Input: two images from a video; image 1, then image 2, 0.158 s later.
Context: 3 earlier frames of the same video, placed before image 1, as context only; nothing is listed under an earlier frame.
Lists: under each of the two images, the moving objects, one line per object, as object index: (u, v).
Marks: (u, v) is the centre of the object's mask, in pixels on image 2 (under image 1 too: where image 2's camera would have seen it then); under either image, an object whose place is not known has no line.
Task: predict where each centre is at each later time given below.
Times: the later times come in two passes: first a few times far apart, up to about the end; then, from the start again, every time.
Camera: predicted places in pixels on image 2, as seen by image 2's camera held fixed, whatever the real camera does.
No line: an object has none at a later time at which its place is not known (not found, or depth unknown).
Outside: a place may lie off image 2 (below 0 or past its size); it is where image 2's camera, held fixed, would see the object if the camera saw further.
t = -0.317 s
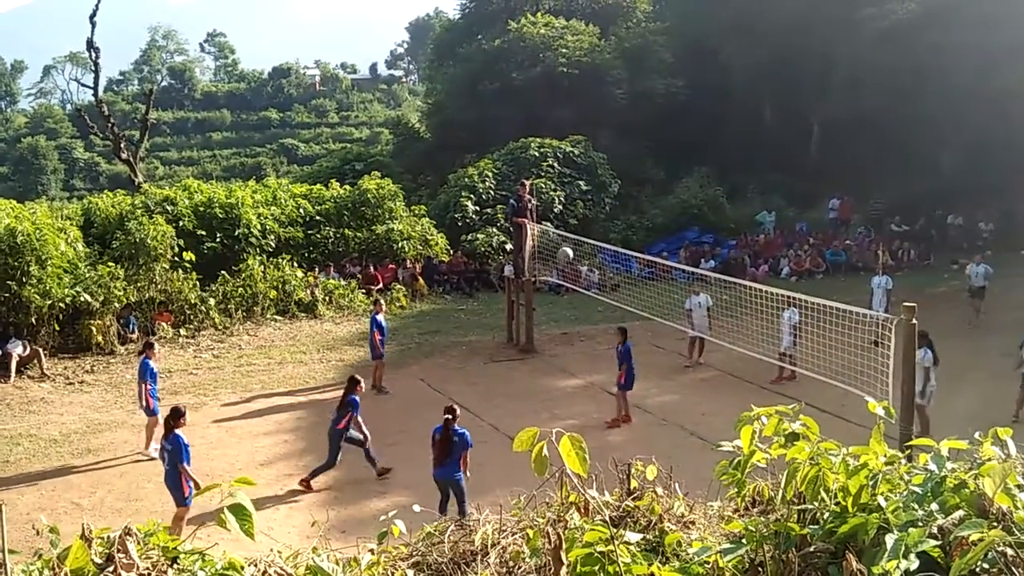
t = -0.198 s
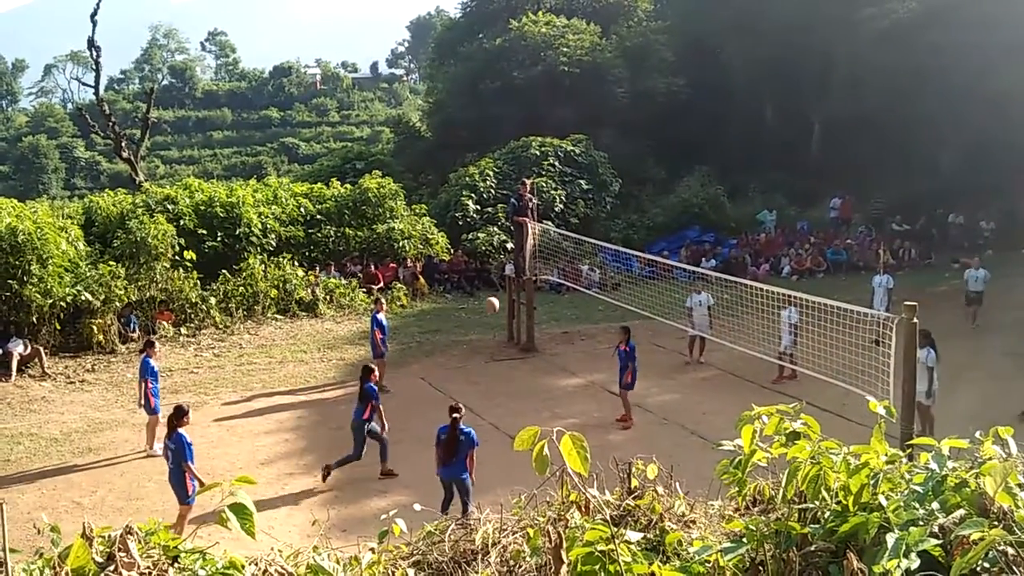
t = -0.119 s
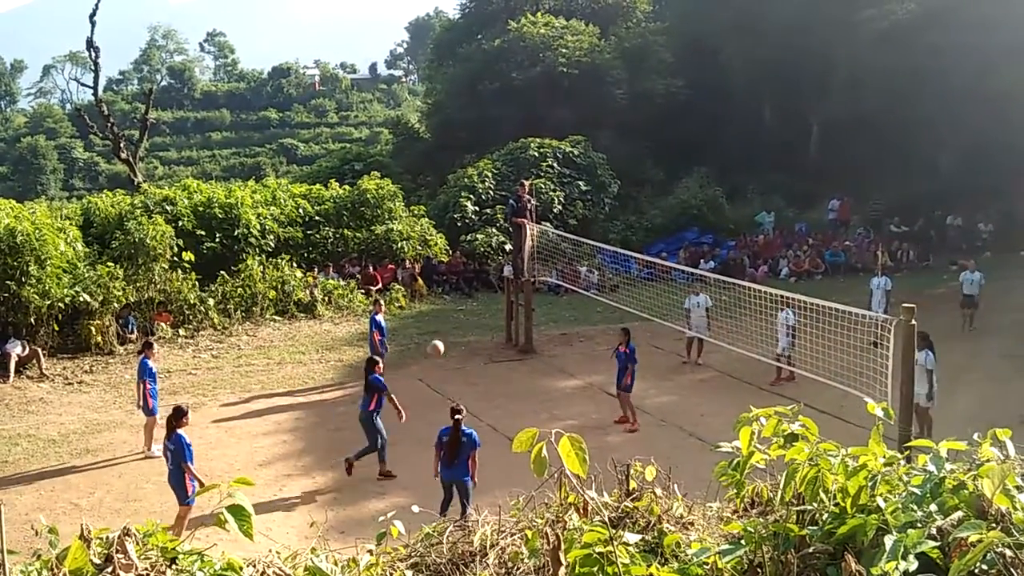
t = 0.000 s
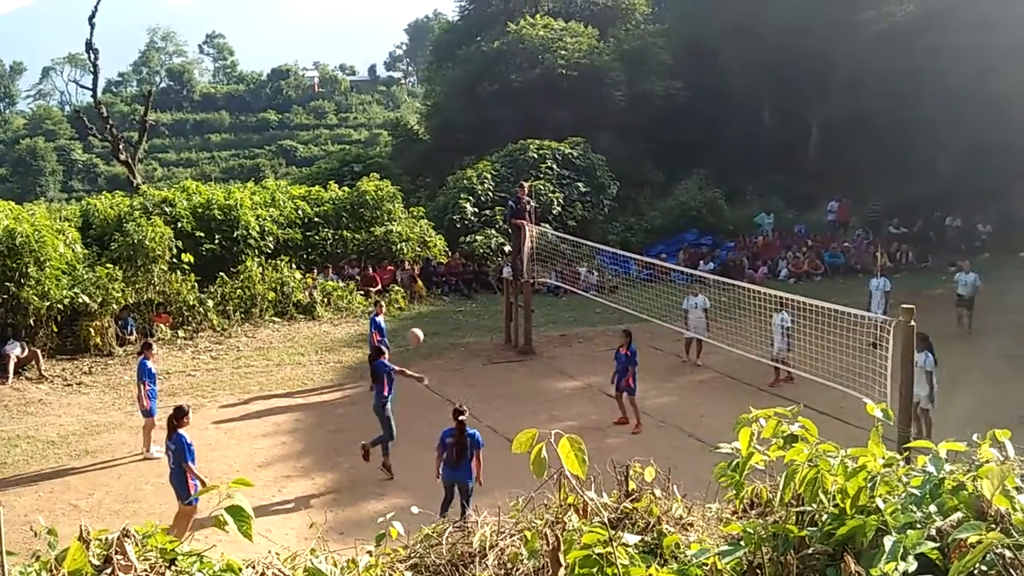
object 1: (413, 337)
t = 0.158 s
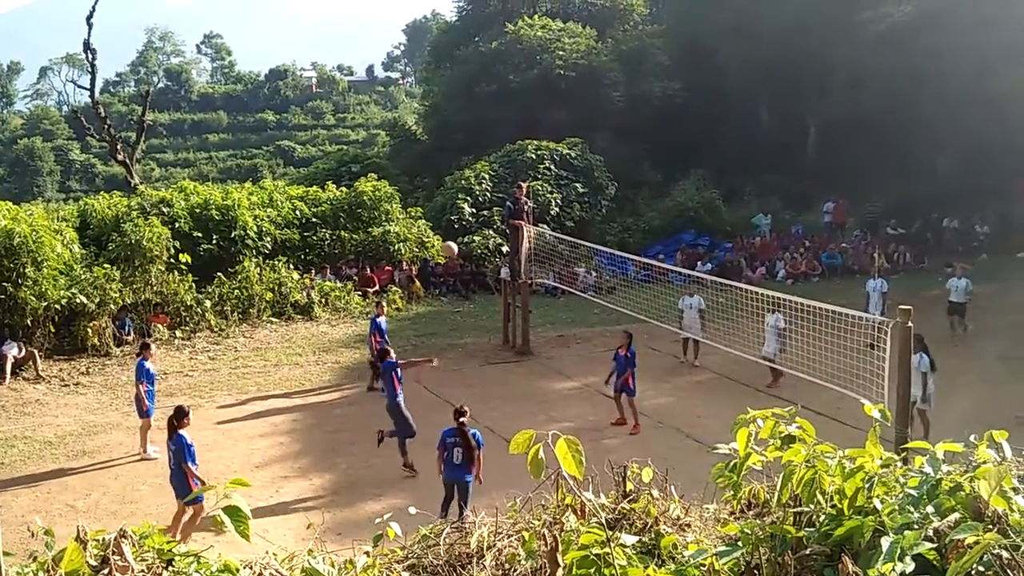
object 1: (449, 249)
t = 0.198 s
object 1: (458, 231)
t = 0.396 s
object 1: (502, 157)
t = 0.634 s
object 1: (554, 110)
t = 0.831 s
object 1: (594, 104)
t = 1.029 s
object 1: (632, 126)
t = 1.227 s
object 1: (667, 174)
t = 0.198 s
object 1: (458, 231)
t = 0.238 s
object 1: (467, 214)
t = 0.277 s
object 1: (476, 198)
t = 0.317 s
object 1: (485, 183)
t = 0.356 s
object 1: (495, 170)
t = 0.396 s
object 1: (502, 157)
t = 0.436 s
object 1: (511, 146)
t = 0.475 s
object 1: (520, 138)
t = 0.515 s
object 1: (529, 128)
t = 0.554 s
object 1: (537, 121)
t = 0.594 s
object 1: (546, 115)
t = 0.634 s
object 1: (554, 110)
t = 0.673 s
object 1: (562, 106)
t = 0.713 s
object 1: (570, 104)
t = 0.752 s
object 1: (578, 103)
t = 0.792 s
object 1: (586, 103)
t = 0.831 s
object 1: (594, 104)
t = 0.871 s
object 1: (602, 106)
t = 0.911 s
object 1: (609, 109)
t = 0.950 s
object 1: (617, 114)
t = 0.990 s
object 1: (625, 119)
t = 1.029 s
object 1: (632, 126)
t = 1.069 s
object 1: (640, 133)
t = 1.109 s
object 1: (647, 142)
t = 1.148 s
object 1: (654, 152)
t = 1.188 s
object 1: (660, 163)
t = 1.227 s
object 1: (667, 174)
